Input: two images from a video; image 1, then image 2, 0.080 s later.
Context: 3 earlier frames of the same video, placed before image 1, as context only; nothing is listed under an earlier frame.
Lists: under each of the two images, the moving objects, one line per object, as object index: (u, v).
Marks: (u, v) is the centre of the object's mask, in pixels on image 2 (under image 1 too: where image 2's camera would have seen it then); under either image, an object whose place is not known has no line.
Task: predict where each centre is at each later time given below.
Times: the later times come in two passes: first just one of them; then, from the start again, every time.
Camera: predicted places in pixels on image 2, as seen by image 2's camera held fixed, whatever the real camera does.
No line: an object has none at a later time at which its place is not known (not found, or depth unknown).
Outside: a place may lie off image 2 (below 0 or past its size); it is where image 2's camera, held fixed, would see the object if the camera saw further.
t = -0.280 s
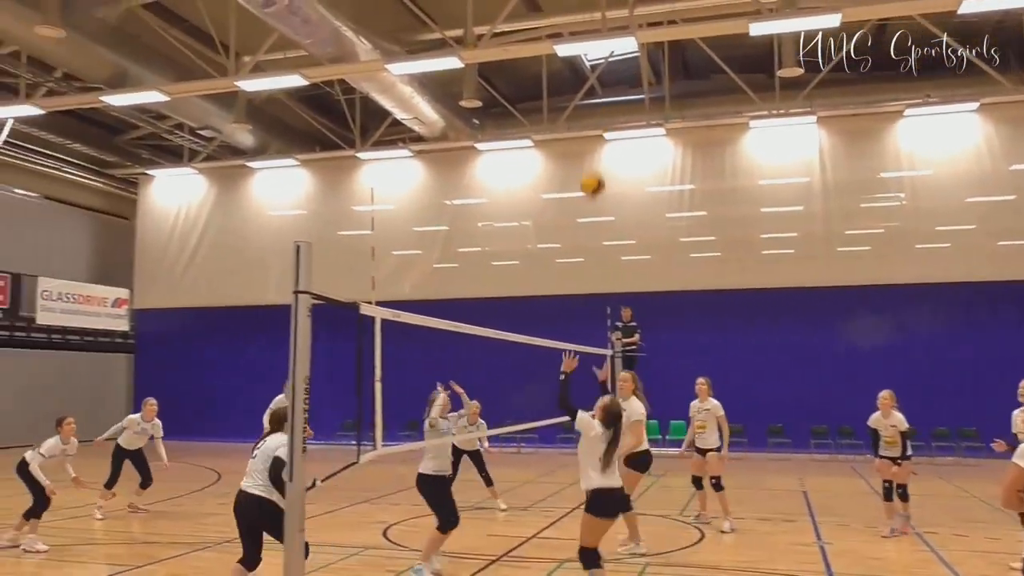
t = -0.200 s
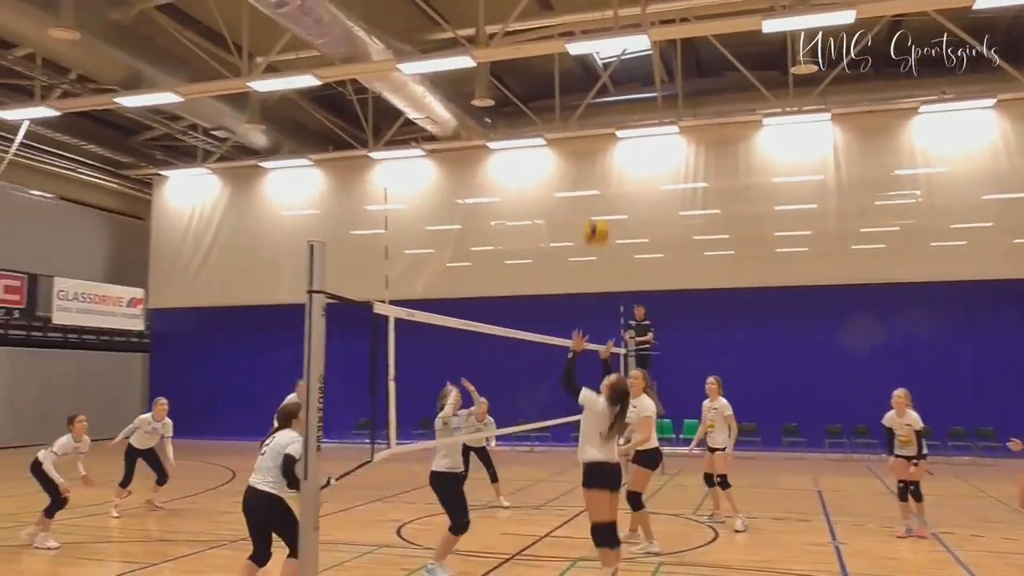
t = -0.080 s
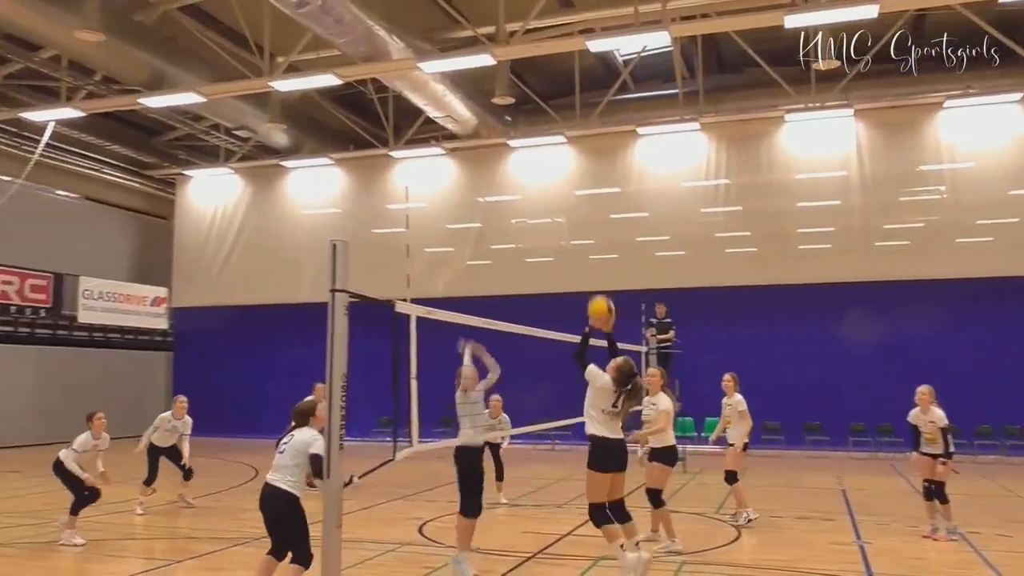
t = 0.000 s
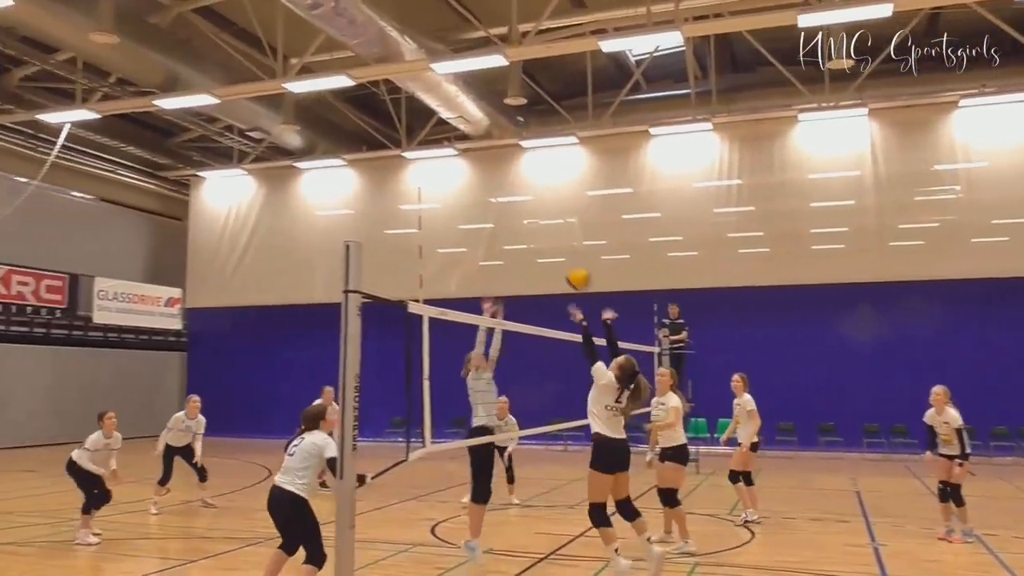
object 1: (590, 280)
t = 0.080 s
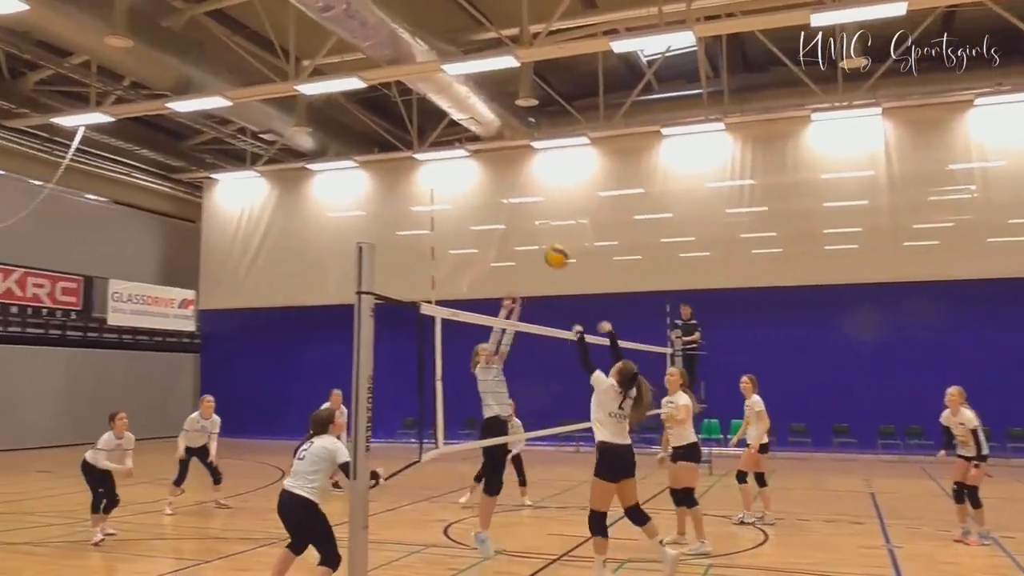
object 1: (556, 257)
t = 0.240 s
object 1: (499, 238)
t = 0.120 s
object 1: (541, 249)
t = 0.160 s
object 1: (525, 243)
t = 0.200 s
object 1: (512, 239)
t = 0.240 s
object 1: (499, 238)
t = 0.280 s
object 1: (487, 237)
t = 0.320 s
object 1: (475, 238)
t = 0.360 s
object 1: (464, 241)
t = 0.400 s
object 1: (453, 246)
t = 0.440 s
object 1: (442, 251)
